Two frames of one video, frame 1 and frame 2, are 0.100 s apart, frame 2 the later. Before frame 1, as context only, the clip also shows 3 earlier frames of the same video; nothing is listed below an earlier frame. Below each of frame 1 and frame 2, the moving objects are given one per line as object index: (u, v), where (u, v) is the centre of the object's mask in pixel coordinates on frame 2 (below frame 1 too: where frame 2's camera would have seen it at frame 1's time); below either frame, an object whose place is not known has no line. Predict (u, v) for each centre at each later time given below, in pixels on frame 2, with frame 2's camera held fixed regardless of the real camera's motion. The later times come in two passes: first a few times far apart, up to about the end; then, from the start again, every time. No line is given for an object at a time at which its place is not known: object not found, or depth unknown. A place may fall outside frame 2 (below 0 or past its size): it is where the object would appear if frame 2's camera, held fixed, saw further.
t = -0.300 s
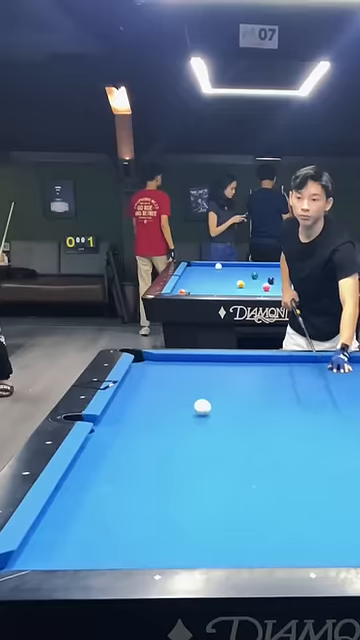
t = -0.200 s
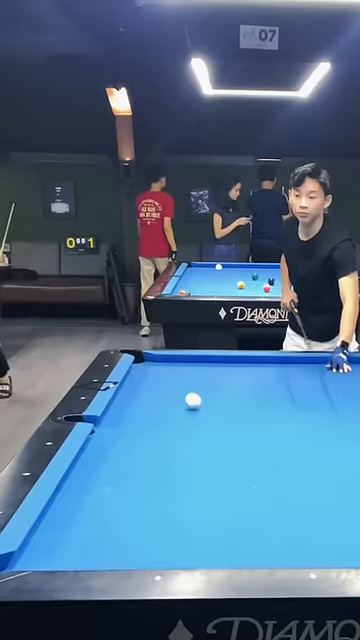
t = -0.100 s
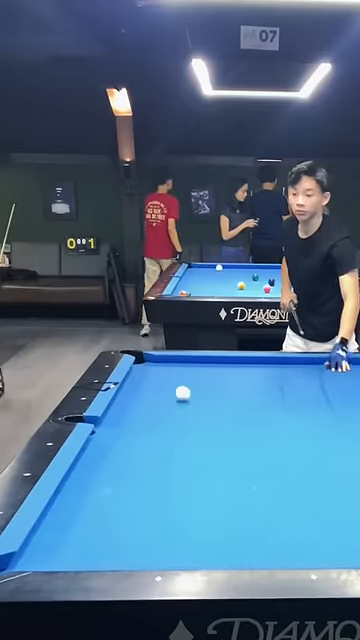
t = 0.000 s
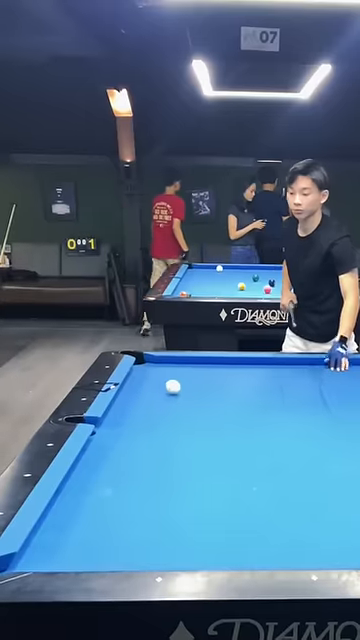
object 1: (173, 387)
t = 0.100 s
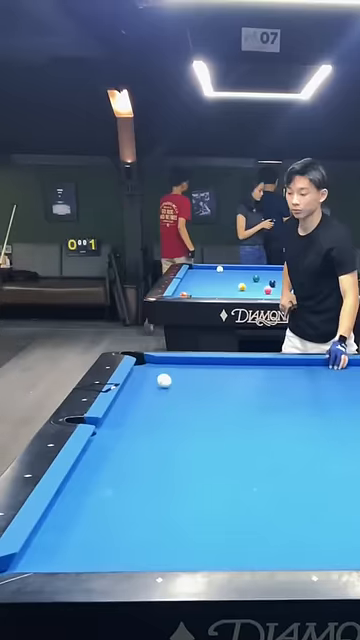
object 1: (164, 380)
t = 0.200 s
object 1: (154, 373)
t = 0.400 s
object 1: (143, 362)
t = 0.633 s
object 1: (142, 360)
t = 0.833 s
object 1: (148, 361)
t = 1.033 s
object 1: (155, 361)
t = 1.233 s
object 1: (161, 361)
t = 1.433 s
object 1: (167, 361)
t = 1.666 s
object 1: (172, 362)
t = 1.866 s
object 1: (176, 362)
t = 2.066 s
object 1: (179, 362)
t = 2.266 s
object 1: (182, 362)
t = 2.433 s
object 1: (184, 362)
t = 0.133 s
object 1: (161, 378)
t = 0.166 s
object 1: (158, 376)
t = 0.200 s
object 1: (154, 373)
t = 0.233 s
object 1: (151, 371)
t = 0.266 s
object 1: (148, 369)
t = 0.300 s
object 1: (146, 367)
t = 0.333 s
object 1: (143, 365)
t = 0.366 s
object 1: (141, 364)
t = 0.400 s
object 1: (143, 362)
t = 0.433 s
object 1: (146, 361)
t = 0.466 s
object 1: (148, 359)
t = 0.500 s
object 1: (150, 358)
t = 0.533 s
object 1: (148, 359)
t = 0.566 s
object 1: (145, 359)
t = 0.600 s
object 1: (143, 360)
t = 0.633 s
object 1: (142, 360)
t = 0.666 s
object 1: (142, 360)
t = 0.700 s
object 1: (143, 361)
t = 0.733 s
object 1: (145, 361)
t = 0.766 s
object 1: (146, 361)
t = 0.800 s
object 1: (147, 361)
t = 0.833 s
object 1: (148, 361)
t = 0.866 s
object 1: (149, 361)
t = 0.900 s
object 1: (150, 361)
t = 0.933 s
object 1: (152, 361)
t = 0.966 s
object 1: (153, 361)
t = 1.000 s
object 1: (154, 361)
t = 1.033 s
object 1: (155, 361)
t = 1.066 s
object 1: (156, 361)
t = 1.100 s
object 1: (157, 361)
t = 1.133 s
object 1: (158, 361)
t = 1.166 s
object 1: (159, 361)
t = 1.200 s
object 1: (160, 361)
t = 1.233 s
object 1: (161, 361)
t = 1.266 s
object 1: (162, 361)
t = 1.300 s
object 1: (163, 361)
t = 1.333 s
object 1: (164, 361)
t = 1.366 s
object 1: (165, 361)
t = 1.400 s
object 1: (166, 361)
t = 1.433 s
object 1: (167, 361)
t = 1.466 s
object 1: (167, 361)
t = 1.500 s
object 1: (168, 361)
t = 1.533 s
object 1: (169, 361)
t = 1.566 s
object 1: (170, 361)
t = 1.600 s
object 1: (170, 361)
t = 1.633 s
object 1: (171, 361)
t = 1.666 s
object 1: (172, 362)
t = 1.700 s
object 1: (173, 361)
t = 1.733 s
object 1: (173, 362)
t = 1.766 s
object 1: (174, 361)
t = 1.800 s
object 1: (175, 361)
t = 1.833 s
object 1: (176, 362)
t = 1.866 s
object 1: (176, 362)
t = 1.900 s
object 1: (177, 362)
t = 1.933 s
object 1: (177, 362)
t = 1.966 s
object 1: (178, 362)
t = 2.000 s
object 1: (178, 362)
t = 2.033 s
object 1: (179, 362)
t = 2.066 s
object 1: (179, 362)
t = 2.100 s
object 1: (180, 362)
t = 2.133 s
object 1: (180, 362)
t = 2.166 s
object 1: (181, 362)
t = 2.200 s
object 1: (181, 362)
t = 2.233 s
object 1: (182, 362)
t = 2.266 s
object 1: (182, 362)
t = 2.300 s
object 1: (183, 362)
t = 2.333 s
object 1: (183, 362)
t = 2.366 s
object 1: (183, 362)
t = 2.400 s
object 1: (184, 362)
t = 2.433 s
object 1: (184, 362)
